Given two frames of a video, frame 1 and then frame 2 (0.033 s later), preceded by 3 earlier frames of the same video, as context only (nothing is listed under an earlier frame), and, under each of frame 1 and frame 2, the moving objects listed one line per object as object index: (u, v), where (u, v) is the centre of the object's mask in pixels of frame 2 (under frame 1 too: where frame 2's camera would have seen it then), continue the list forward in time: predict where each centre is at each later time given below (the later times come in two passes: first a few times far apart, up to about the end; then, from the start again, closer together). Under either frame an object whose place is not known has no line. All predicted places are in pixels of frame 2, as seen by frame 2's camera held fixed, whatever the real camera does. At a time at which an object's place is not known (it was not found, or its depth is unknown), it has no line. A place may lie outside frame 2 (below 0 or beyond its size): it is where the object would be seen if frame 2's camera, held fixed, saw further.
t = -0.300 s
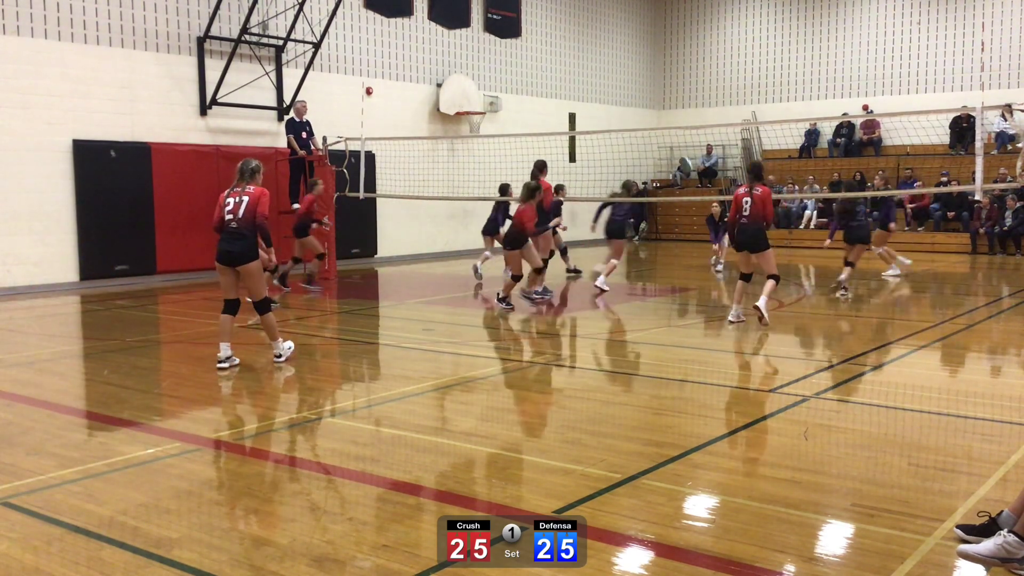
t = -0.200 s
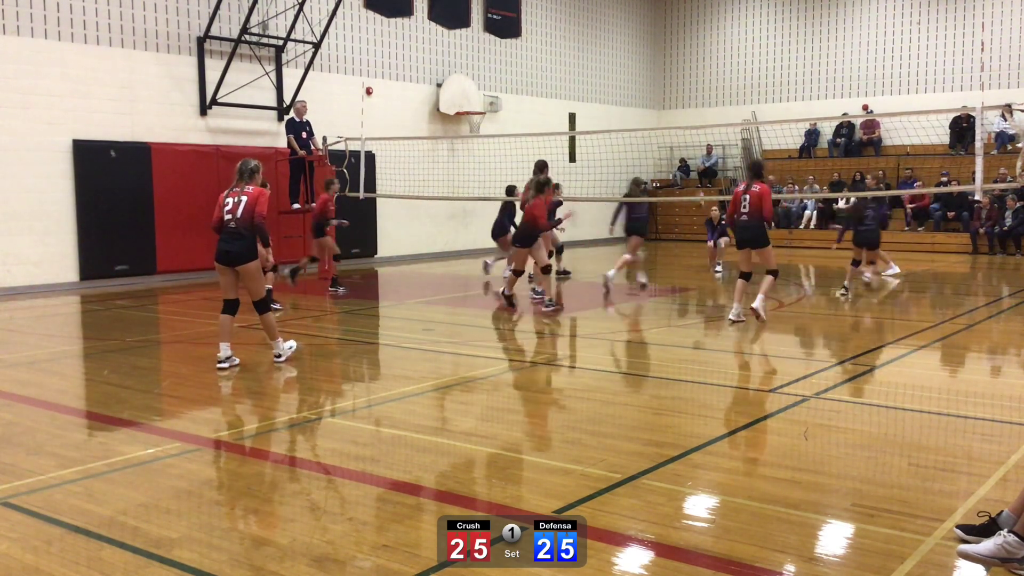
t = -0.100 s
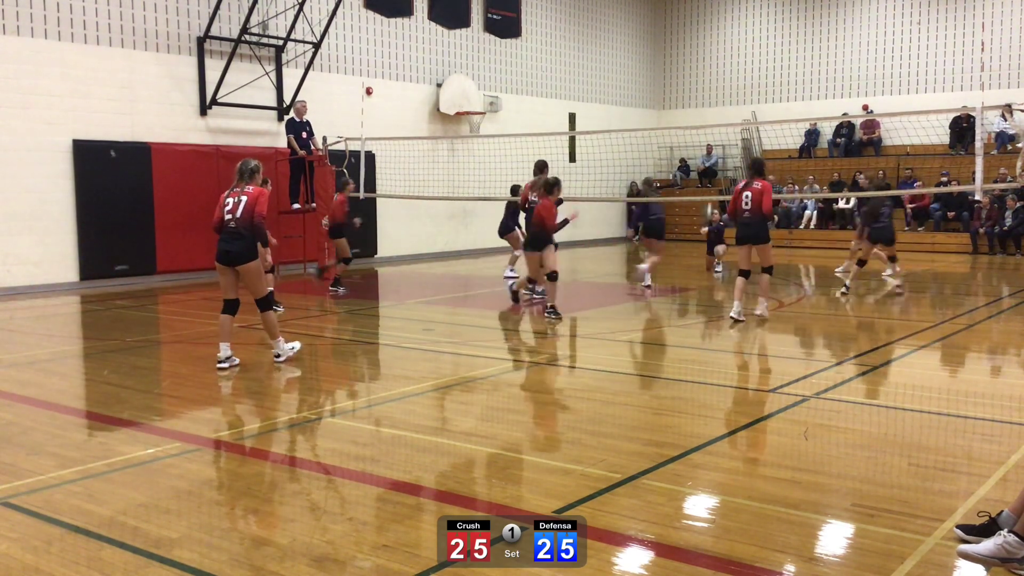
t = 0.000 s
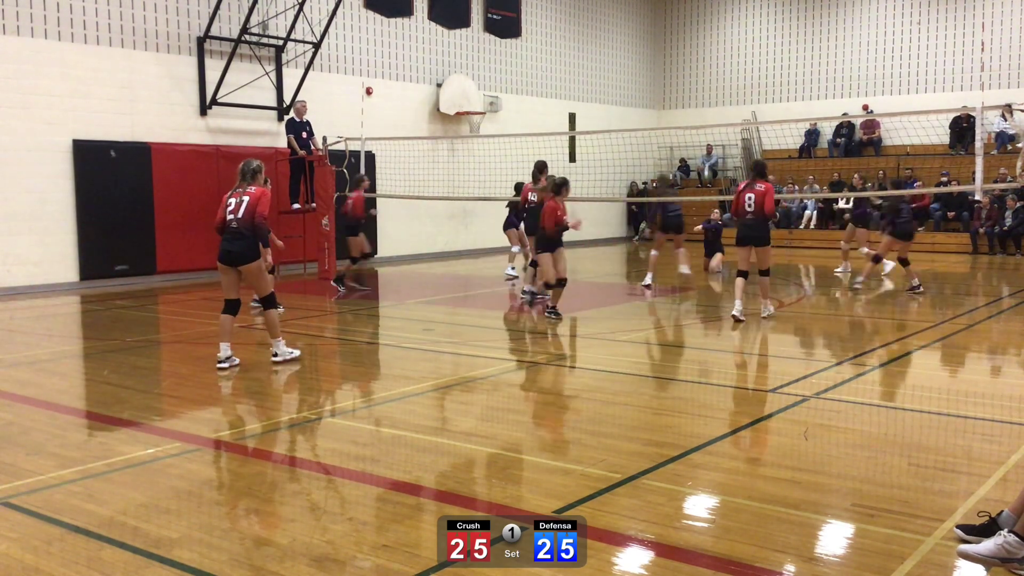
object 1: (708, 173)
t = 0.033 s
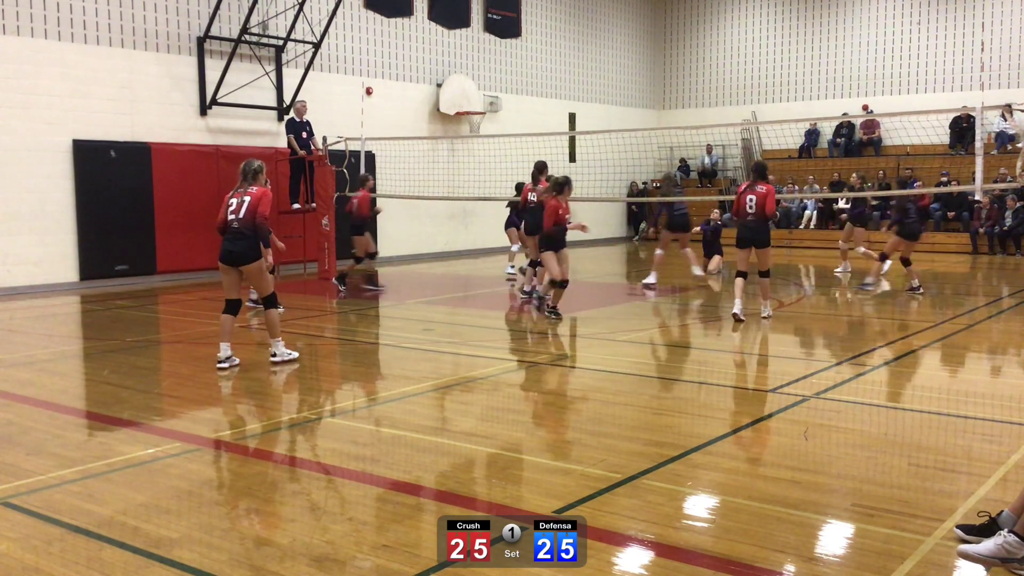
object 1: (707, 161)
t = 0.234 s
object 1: (704, 107)
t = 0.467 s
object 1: (701, 72)
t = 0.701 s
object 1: (698, 70)
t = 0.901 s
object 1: (694, 94)
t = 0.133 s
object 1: (705, 134)
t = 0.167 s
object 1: (705, 124)
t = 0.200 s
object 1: (705, 116)
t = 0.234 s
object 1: (704, 107)
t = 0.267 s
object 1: (704, 100)
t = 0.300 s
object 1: (703, 94)
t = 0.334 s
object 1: (703, 88)
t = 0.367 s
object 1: (703, 83)
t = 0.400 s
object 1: (702, 79)
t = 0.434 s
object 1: (702, 76)
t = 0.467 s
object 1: (701, 72)
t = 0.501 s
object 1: (701, 70)
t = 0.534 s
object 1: (700, 68)
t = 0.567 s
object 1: (700, 67)
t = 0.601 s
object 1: (700, 67)
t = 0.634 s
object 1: (699, 67)
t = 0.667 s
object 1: (698, 68)
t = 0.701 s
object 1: (698, 70)
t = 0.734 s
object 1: (697, 72)
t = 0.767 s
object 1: (697, 75)
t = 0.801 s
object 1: (696, 79)
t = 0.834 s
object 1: (696, 83)
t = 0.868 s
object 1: (695, 89)
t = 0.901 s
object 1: (694, 94)
